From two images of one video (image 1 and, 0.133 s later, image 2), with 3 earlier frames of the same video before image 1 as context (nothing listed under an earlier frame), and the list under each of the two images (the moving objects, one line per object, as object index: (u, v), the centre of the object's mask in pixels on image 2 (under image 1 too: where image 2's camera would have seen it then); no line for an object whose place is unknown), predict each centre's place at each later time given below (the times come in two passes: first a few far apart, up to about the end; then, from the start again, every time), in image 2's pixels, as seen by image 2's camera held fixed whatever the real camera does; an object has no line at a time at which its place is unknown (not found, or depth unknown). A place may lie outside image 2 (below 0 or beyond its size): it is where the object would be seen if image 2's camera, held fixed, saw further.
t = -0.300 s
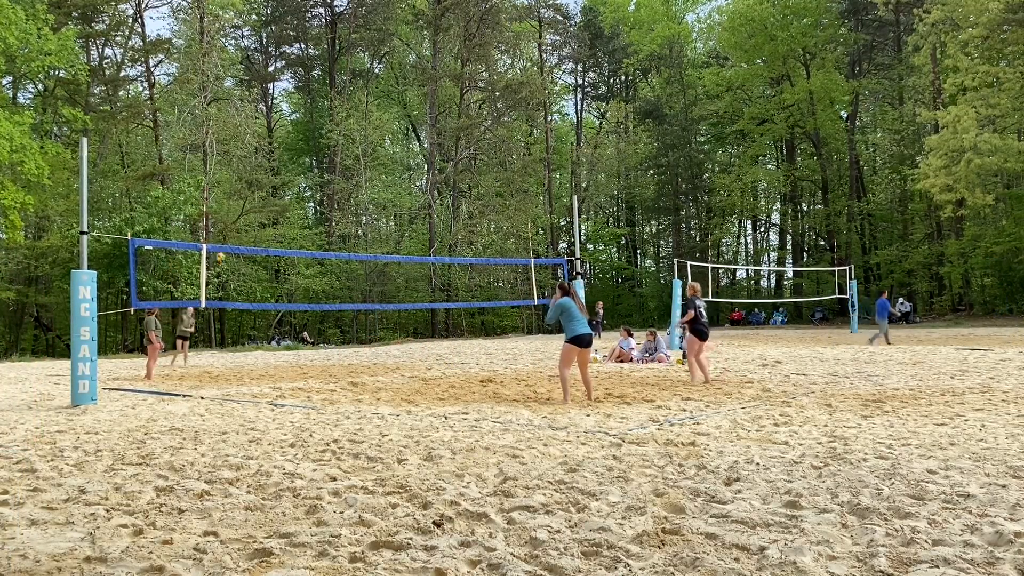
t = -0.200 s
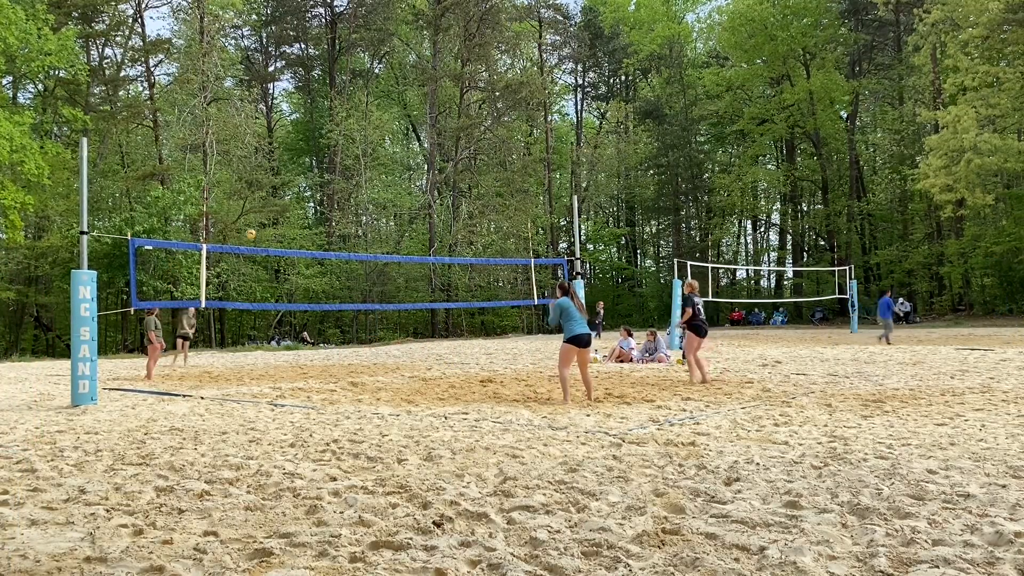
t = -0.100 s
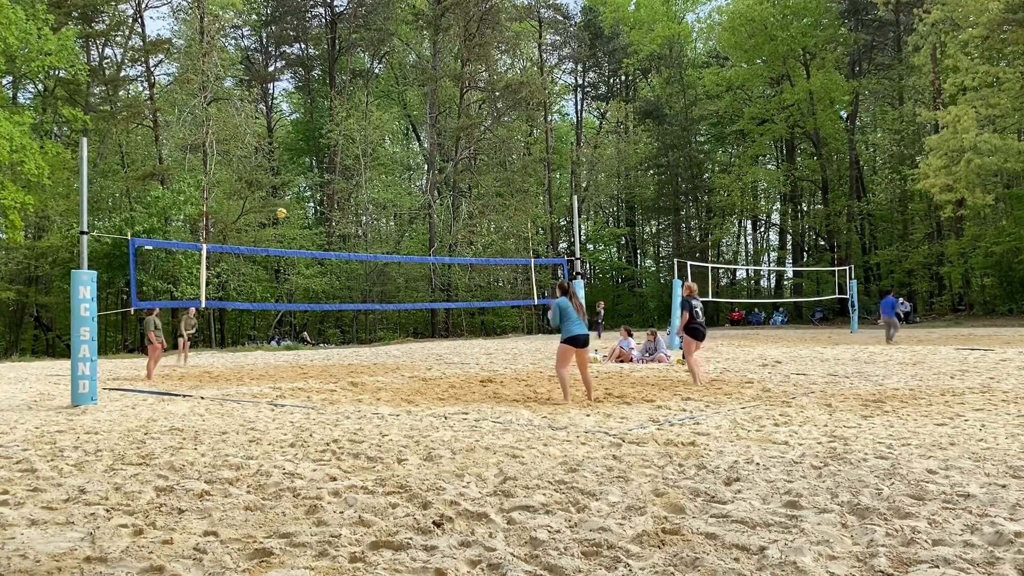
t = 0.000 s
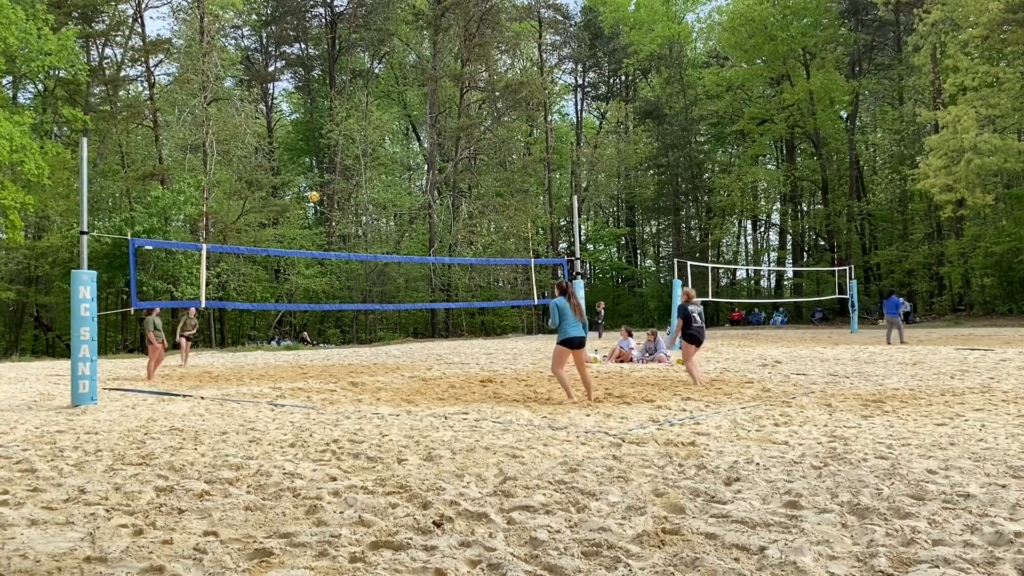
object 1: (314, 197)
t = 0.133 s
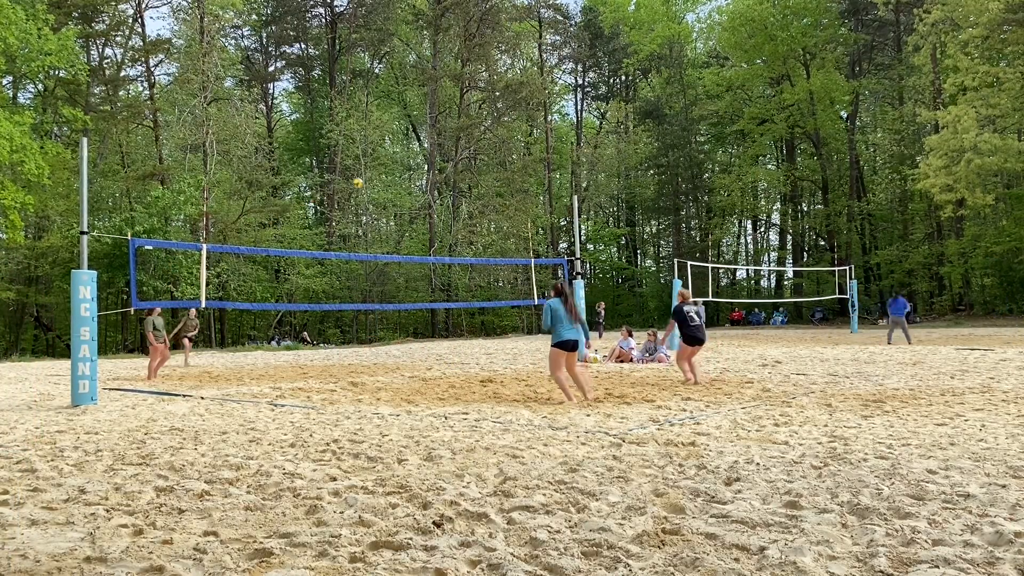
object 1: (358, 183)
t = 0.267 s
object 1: (403, 179)
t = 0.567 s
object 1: (510, 200)
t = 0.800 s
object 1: (600, 253)
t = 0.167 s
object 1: (369, 181)
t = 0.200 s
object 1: (380, 180)
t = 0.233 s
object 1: (392, 179)
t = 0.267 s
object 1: (403, 179)
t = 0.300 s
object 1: (414, 179)
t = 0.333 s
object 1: (426, 179)
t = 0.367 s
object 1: (438, 181)
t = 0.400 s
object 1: (449, 182)
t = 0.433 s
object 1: (461, 185)
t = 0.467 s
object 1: (473, 188)
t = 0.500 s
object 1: (485, 191)
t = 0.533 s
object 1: (498, 196)
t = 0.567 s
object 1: (510, 200)
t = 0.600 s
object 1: (524, 207)
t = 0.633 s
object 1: (535, 212)
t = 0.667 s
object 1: (548, 219)
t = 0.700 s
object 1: (561, 226)
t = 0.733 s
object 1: (573, 234)
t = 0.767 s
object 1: (586, 244)
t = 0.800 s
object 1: (600, 253)
